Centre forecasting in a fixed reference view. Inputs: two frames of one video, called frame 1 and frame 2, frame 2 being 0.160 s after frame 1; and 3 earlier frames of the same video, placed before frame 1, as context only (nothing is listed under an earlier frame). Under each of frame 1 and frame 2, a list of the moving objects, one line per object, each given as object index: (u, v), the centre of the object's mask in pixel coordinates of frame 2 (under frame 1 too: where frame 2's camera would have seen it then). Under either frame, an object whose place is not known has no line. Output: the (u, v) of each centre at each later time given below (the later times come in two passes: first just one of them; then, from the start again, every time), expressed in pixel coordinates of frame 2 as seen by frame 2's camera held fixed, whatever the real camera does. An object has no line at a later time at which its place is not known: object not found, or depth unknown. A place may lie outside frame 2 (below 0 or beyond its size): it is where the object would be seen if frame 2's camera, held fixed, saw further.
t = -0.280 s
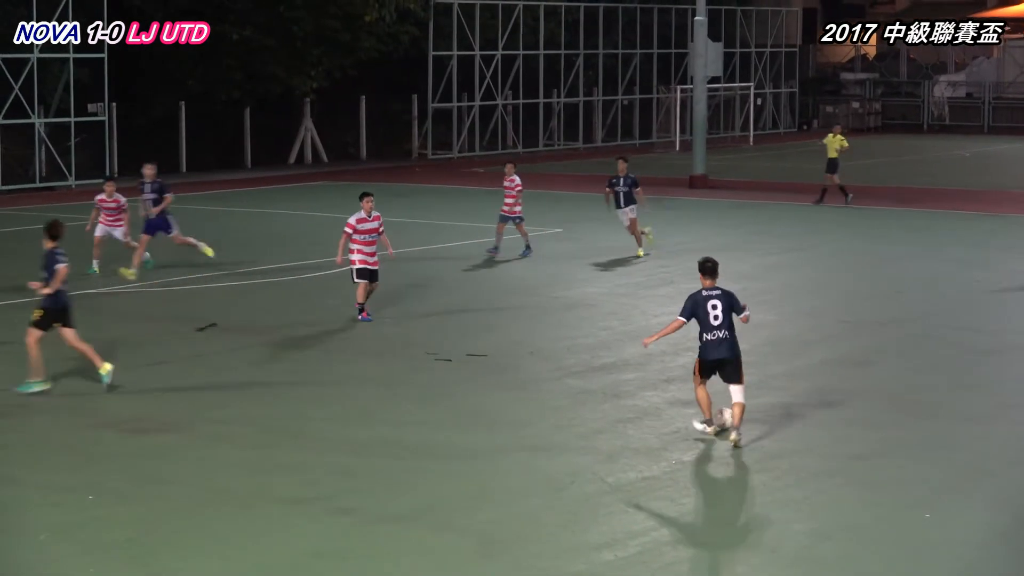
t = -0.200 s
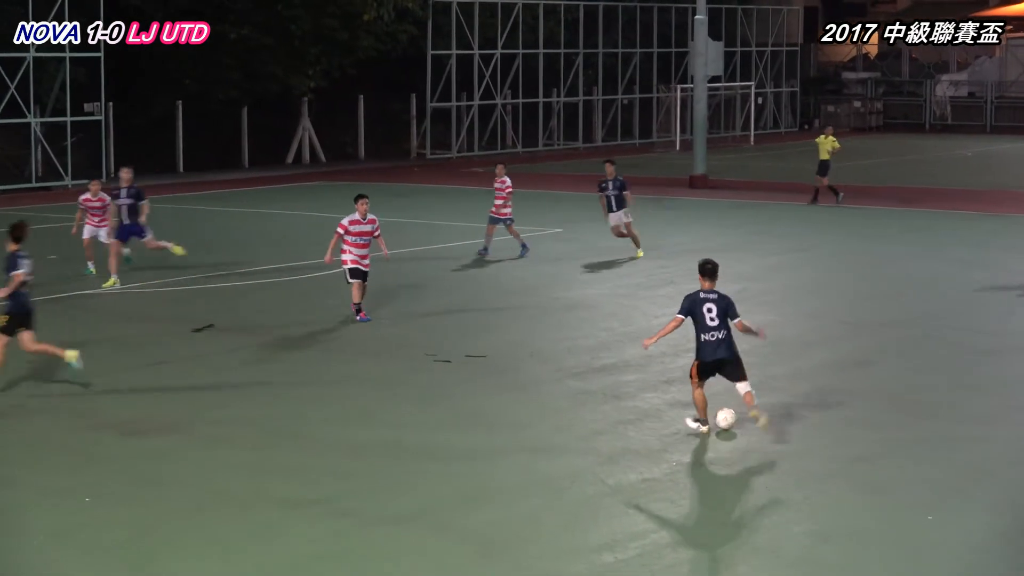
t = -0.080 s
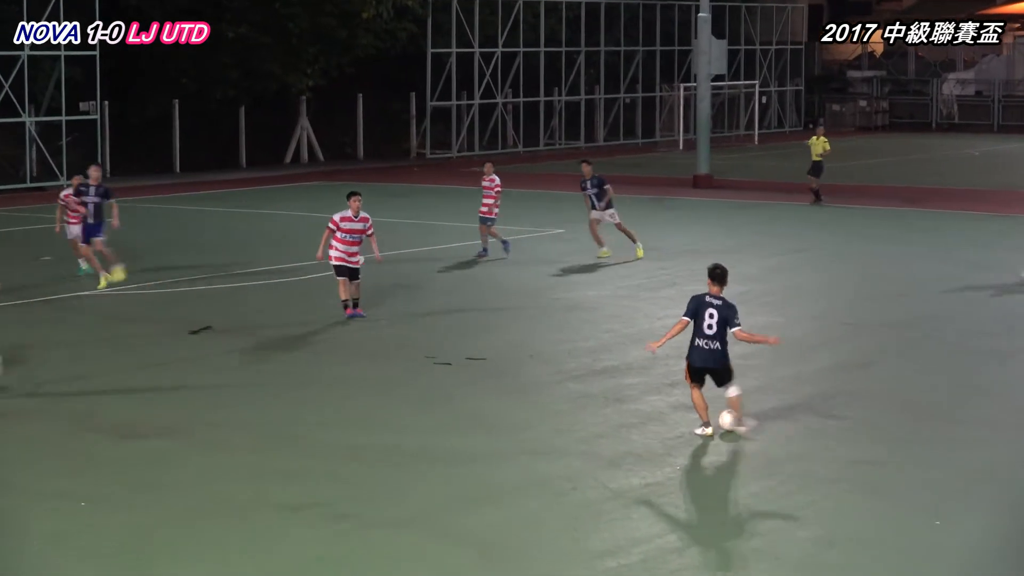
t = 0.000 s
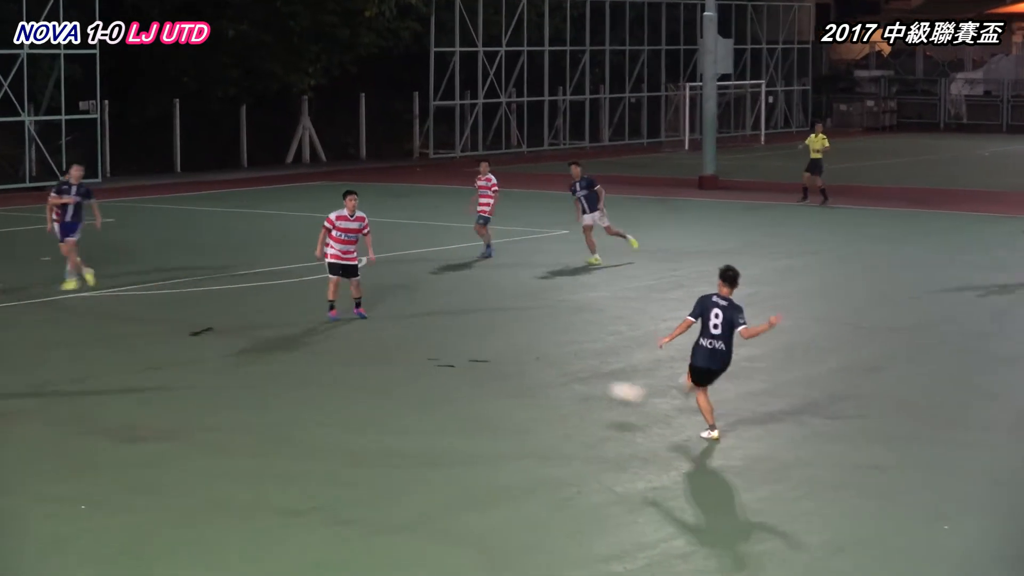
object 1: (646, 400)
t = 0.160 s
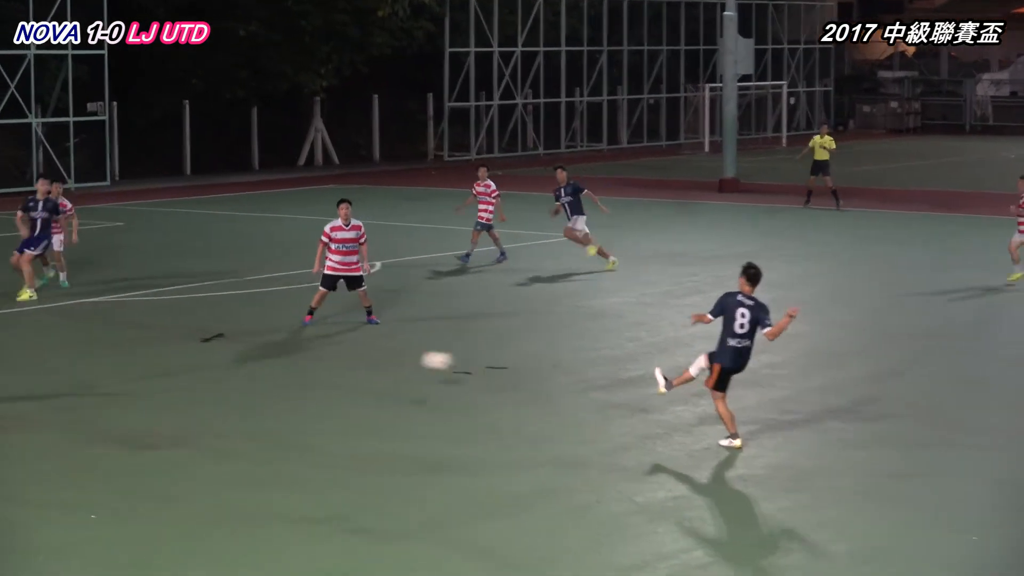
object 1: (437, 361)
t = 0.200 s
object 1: (390, 356)
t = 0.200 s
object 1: (390, 356)
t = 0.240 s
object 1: (345, 353)
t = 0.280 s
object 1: (301, 353)
